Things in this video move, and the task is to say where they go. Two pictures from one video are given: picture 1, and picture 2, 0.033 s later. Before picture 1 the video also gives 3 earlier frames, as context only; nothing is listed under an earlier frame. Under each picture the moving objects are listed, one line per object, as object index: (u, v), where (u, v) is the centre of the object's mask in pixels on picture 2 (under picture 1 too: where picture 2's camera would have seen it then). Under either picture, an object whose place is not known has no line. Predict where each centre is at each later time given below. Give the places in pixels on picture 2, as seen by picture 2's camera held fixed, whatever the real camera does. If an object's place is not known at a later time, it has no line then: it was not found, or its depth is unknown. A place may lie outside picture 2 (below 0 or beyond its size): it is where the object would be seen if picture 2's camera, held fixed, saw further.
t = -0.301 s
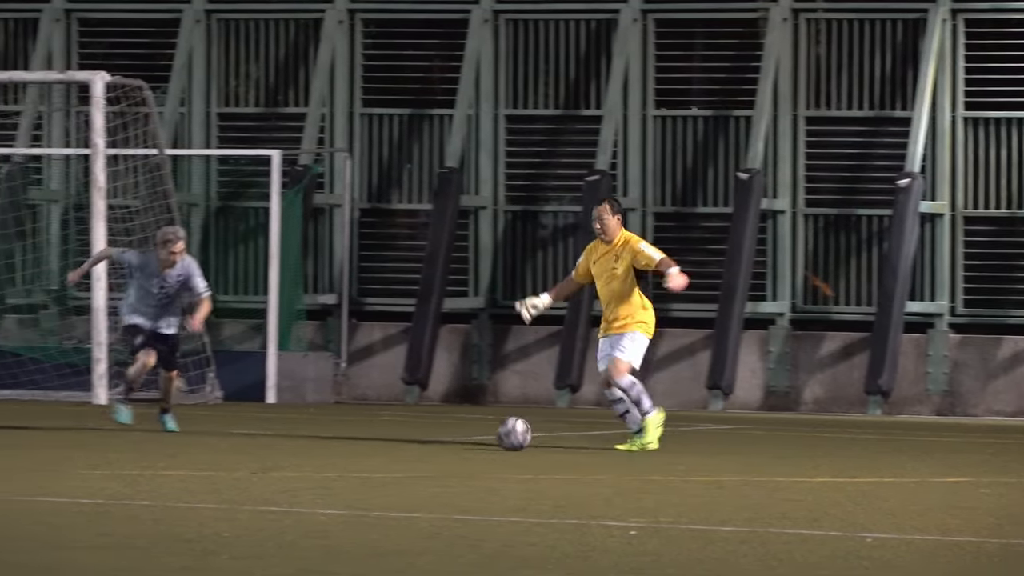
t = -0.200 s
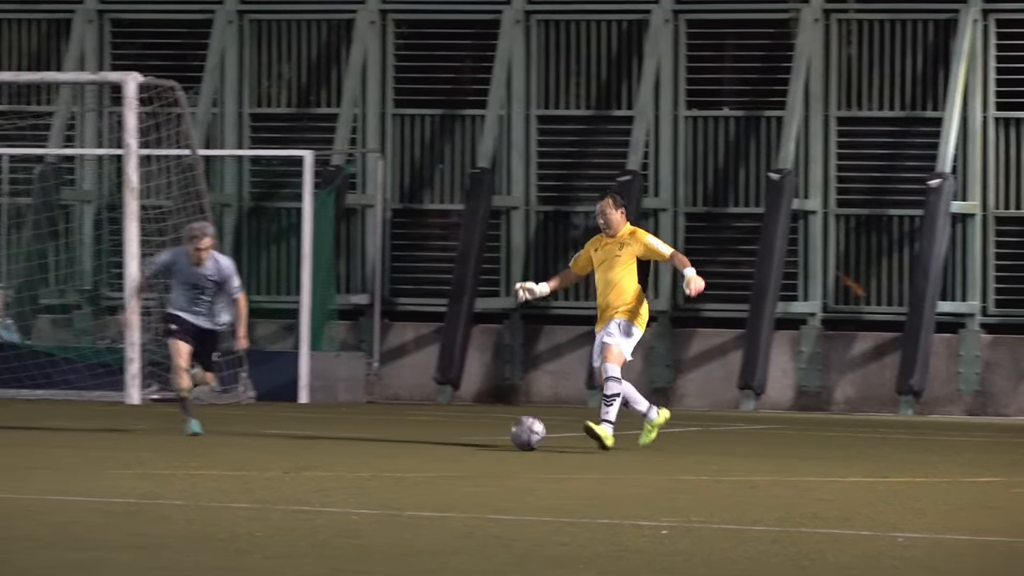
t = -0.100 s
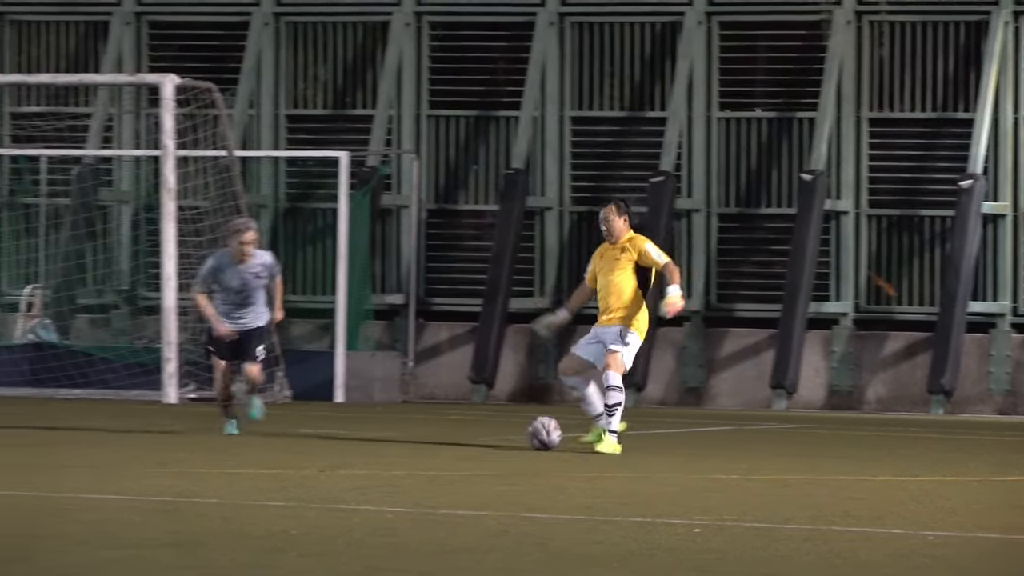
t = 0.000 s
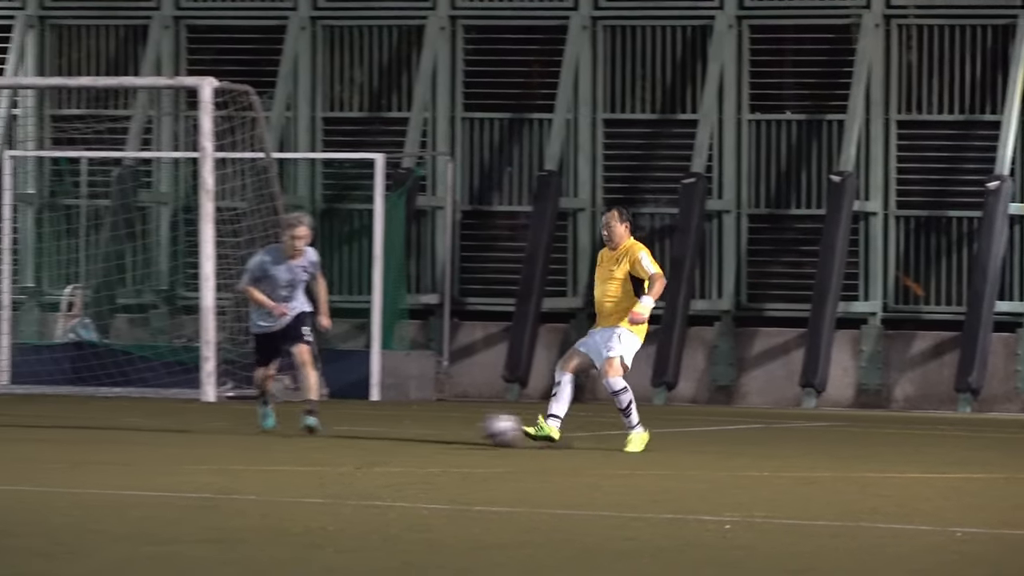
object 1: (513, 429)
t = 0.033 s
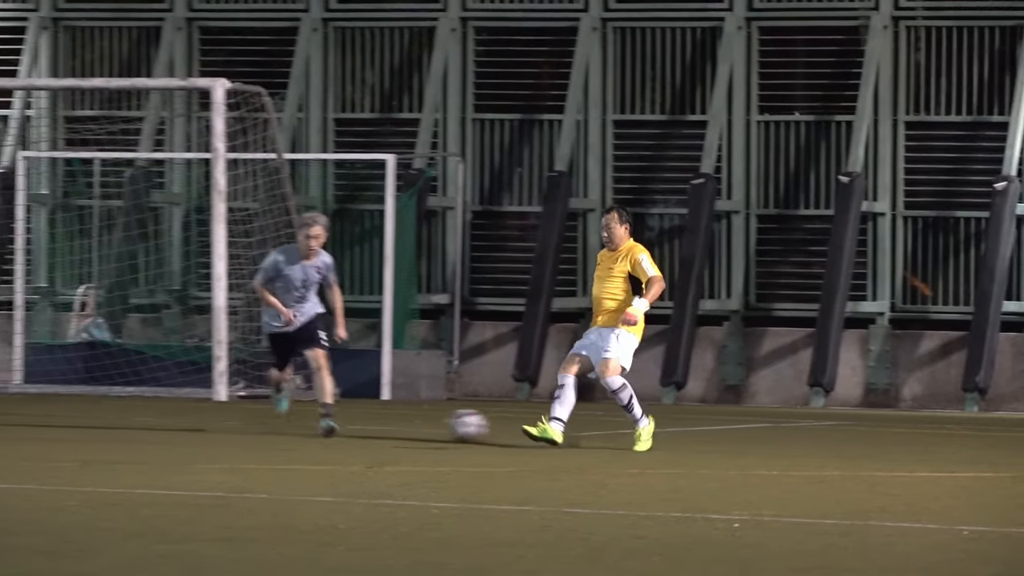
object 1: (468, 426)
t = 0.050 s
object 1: (445, 425)
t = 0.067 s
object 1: (422, 425)
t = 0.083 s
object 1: (398, 426)
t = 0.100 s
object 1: (375, 428)
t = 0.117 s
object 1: (352, 428)
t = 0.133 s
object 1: (326, 431)
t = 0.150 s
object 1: (301, 434)
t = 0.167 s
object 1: (277, 435)
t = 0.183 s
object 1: (255, 434)
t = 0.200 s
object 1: (233, 432)
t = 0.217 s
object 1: (210, 429)
